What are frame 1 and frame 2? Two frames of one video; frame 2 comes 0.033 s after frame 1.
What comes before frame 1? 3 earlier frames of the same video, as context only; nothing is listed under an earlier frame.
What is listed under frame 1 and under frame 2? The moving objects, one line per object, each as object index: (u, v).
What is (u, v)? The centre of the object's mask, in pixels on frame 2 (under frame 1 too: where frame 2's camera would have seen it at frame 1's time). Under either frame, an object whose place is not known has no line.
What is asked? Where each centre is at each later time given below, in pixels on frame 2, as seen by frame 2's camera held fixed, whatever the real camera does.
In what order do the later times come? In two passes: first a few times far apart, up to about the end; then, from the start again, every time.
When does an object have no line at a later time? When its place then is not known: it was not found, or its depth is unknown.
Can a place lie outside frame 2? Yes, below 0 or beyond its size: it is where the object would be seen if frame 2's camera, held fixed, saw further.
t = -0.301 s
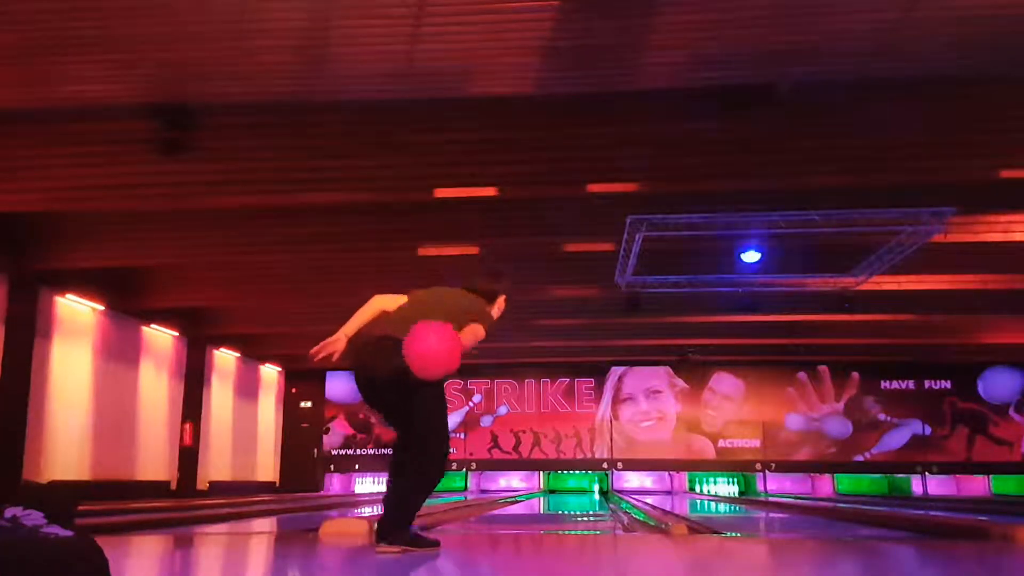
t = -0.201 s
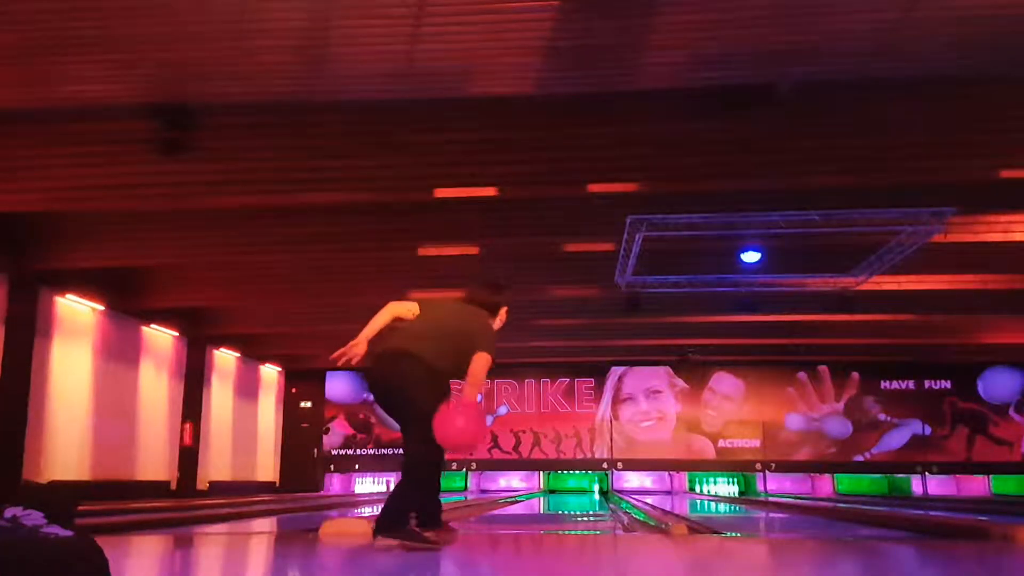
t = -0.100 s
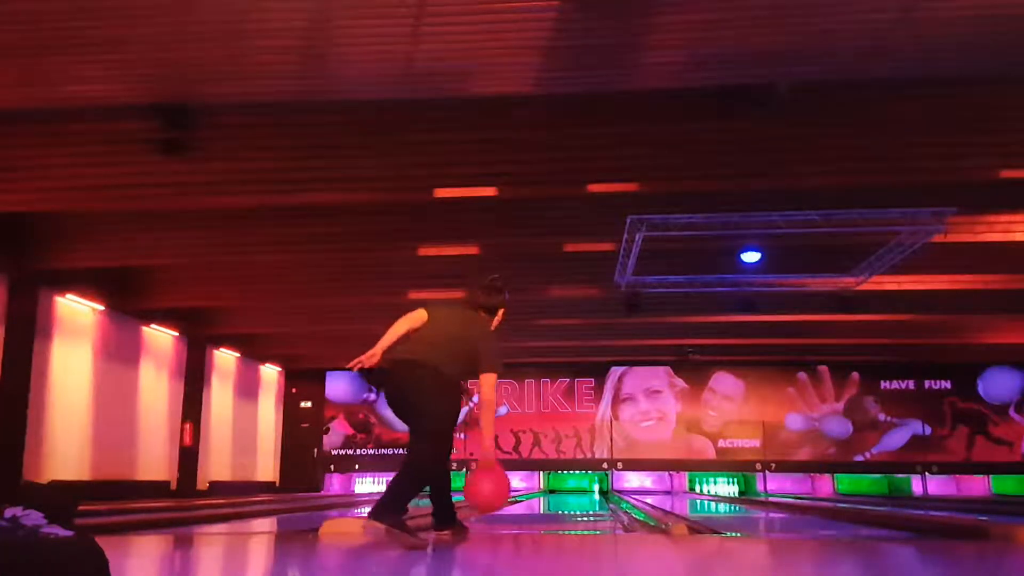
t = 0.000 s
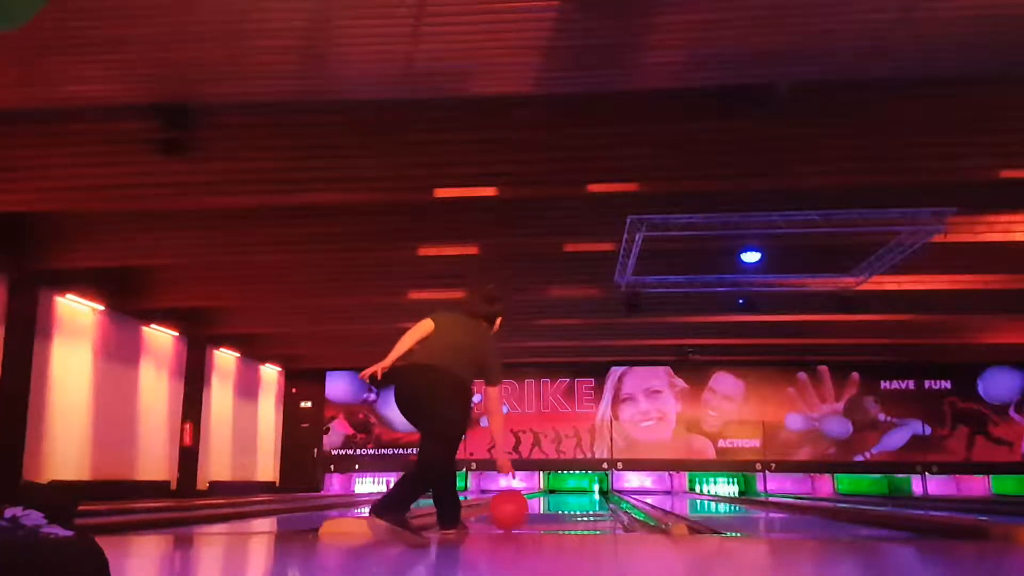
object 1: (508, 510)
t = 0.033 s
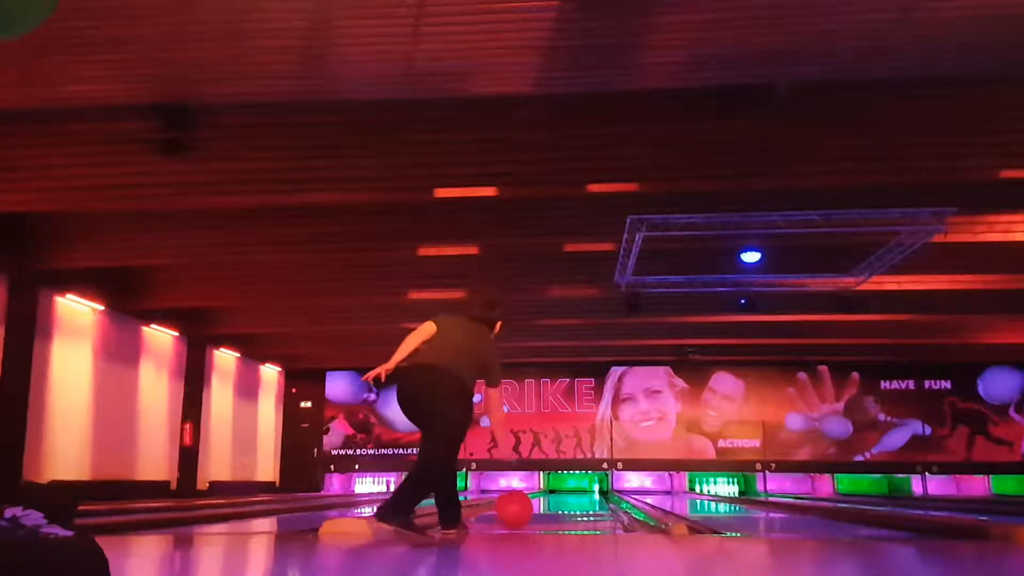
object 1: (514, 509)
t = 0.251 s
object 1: (541, 503)
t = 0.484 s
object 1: (558, 499)
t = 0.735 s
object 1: (570, 496)
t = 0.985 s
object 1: (578, 494)
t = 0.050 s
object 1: (516, 508)
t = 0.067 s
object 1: (519, 509)
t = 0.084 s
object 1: (521, 508)
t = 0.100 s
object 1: (524, 507)
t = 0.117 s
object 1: (526, 507)
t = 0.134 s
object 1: (528, 507)
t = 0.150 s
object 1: (530, 506)
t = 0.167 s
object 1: (532, 505)
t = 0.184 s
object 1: (534, 505)
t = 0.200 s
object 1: (536, 505)
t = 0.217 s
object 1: (537, 504)
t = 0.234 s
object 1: (539, 504)
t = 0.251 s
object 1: (541, 503)
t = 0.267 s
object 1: (542, 503)
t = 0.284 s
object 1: (544, 502)
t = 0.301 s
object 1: (545, 502)
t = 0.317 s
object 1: (547, 501)
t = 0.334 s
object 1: (548, 501)
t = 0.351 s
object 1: (549, 501)
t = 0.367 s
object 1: (551, 500)
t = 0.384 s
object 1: (552, 500)
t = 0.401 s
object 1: (553, 500)
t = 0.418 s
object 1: (554, 500)
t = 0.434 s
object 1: (555, 499)
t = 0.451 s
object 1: (556, 499)
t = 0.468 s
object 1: (557, 499)
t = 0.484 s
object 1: (558, 499)
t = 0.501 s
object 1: (559, 498)
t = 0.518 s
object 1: (560, 498)
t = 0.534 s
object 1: (561, 498)
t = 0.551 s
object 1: (562, 498)
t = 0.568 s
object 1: (563, 498)
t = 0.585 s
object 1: (564, 497)
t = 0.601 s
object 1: (564, 497)
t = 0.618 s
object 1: (565, 497)
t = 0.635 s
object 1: (566, 497)
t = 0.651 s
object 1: (567, 497)
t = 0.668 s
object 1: (567, 497)
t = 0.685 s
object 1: (568, 496)
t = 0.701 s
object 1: (569, 496)
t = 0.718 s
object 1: (569, 496)
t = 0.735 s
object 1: (570, 496)
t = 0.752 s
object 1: (571, 496)
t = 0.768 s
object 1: (572, 496)
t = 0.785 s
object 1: (572, 496)
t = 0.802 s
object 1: (573, 495)
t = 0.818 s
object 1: (574, 495)
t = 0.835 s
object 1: (574, 495)
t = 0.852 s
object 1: (575, 495)
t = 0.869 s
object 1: (575, 495)
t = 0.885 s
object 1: (576, 495)
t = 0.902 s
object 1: (576, 494)
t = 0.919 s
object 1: (577, 494)
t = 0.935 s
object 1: (577, 494)
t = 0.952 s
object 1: (577, 494)
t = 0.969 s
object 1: (578, 494)
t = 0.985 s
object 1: (578, 494)
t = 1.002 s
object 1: (579, 494)
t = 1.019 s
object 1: (580, 494)
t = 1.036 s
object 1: (580, 493)
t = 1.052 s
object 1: (581, 493)
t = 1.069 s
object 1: (581, 493)
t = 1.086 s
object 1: (581, 493)
